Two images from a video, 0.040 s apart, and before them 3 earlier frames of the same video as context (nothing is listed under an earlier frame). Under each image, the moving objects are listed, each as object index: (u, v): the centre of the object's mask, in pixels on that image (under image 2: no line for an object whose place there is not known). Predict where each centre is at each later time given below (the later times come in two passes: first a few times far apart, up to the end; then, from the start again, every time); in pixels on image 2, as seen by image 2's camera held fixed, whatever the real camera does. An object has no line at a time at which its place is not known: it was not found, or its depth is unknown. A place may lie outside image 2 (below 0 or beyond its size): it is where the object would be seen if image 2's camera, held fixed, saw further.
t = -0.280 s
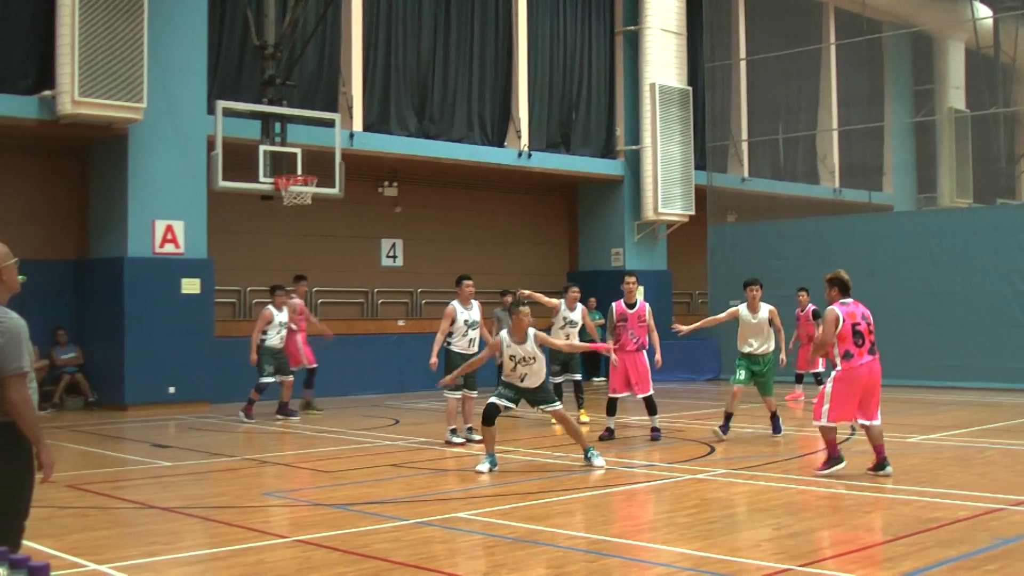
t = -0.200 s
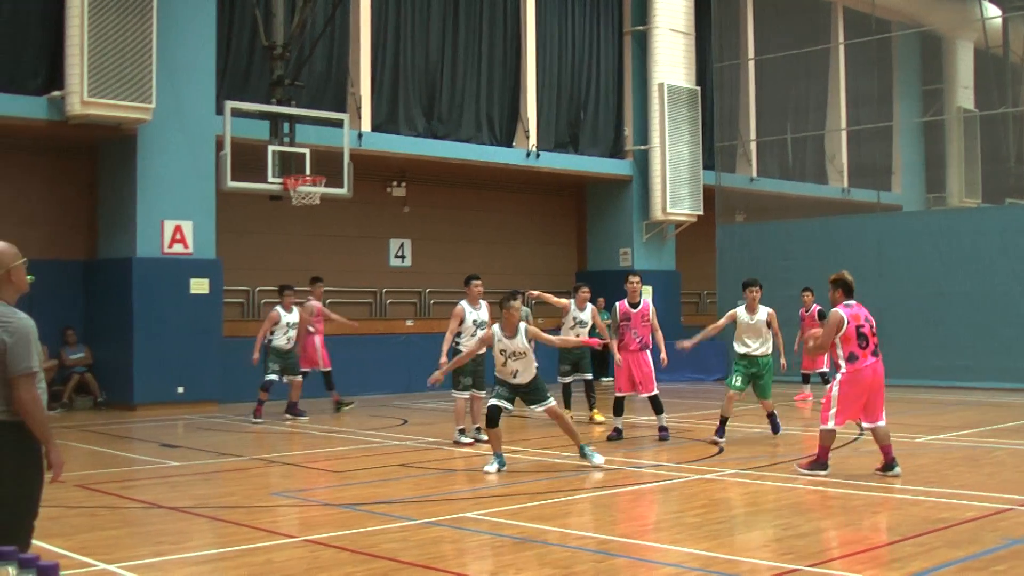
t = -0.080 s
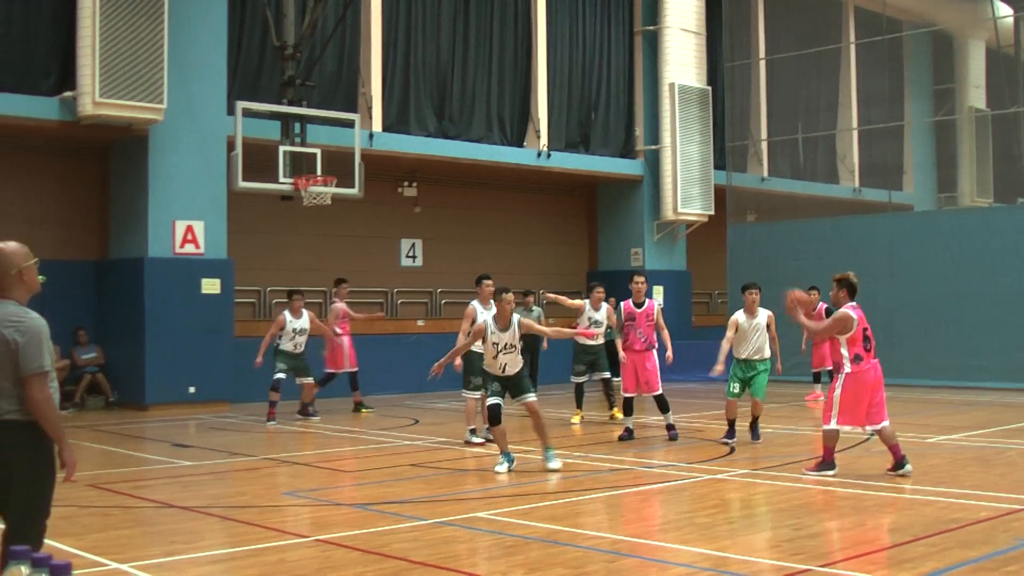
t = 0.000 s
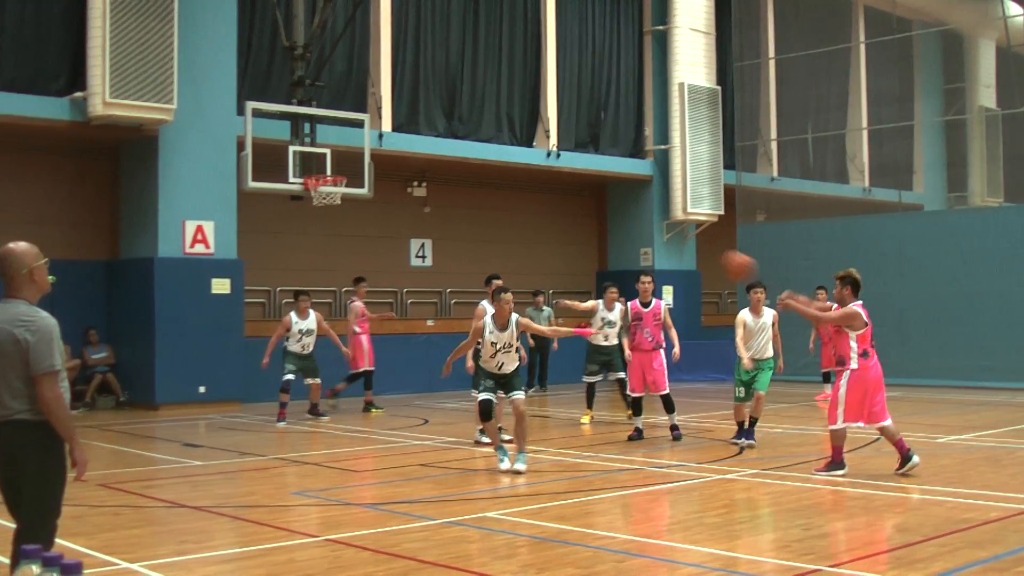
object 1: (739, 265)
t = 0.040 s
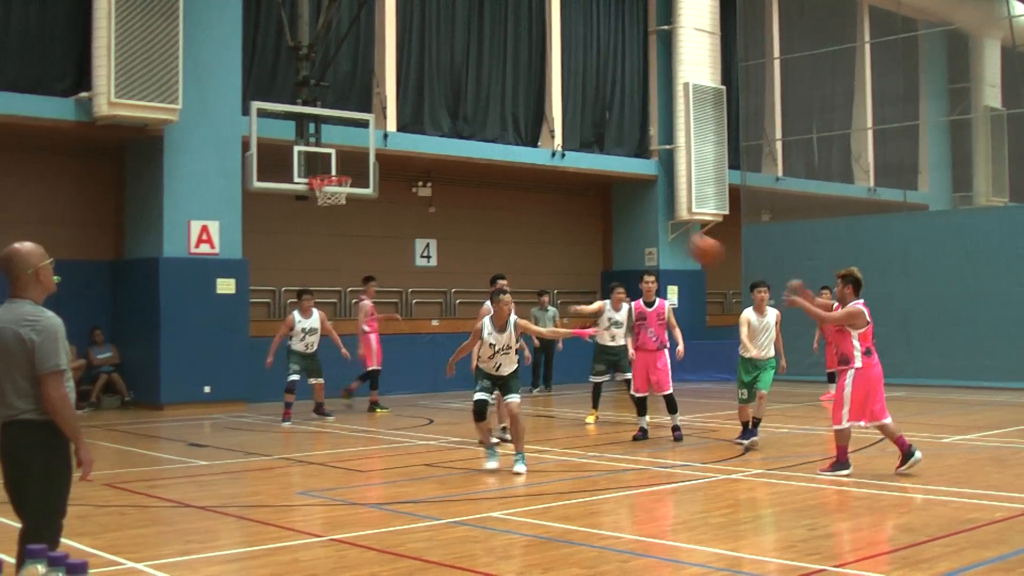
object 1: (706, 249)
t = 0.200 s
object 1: (548, 198)
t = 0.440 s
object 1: (312, 171)
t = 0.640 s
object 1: (116, 199)
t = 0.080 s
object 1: (666, 233)
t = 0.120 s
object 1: (625, 220)
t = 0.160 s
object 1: (587, 208)
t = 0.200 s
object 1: (548, 198)
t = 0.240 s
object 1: (509, 190)
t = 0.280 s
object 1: (469, 182)
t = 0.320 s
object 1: (430, 175)
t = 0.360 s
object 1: (393, 174)
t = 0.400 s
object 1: (353, 173)
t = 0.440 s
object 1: (312, 171)
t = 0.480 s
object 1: (273, 172)
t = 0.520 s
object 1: (232, 177)
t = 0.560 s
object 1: (193, 183)
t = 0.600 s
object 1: (154, 189)
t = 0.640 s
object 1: (116, 199)
